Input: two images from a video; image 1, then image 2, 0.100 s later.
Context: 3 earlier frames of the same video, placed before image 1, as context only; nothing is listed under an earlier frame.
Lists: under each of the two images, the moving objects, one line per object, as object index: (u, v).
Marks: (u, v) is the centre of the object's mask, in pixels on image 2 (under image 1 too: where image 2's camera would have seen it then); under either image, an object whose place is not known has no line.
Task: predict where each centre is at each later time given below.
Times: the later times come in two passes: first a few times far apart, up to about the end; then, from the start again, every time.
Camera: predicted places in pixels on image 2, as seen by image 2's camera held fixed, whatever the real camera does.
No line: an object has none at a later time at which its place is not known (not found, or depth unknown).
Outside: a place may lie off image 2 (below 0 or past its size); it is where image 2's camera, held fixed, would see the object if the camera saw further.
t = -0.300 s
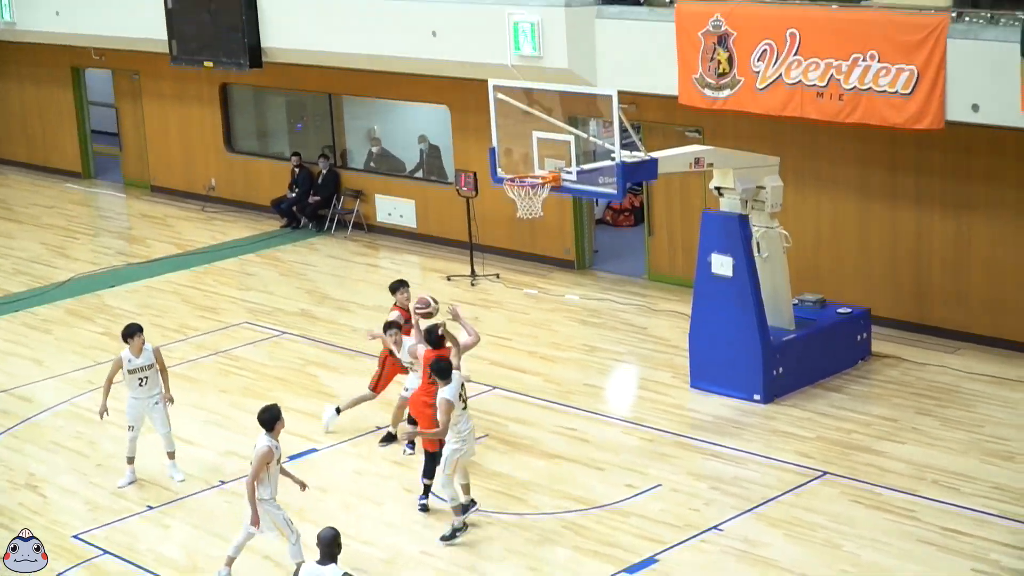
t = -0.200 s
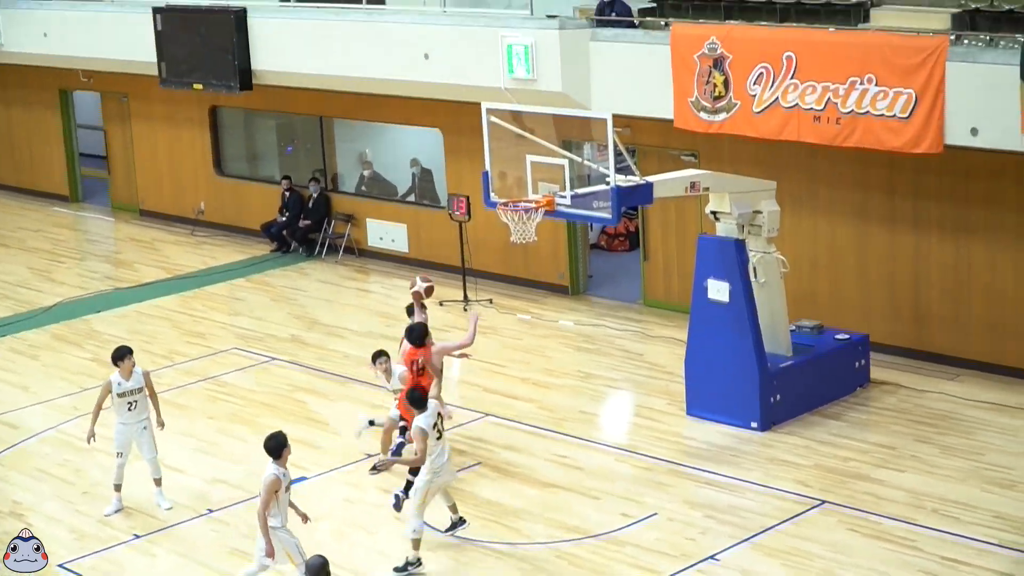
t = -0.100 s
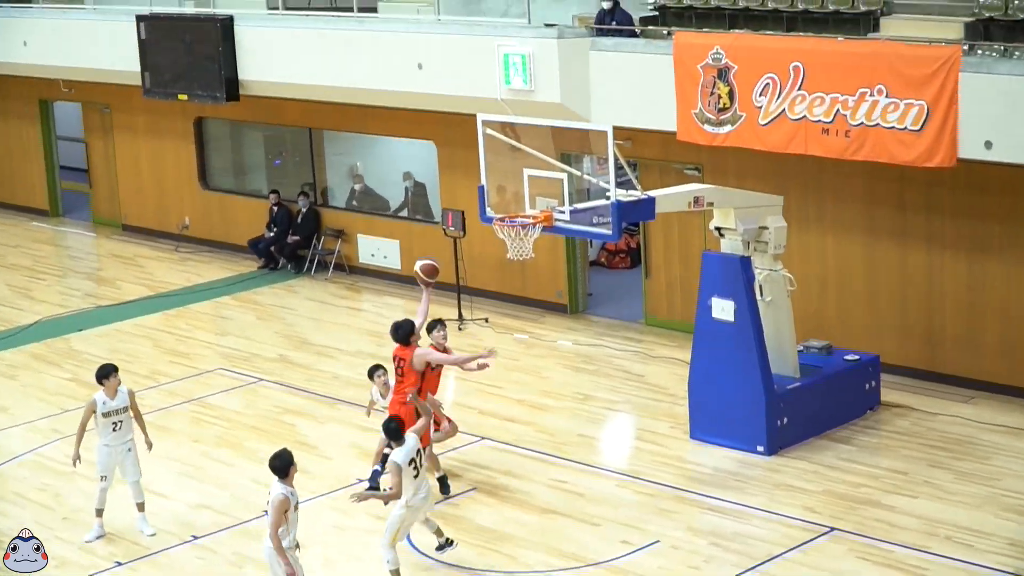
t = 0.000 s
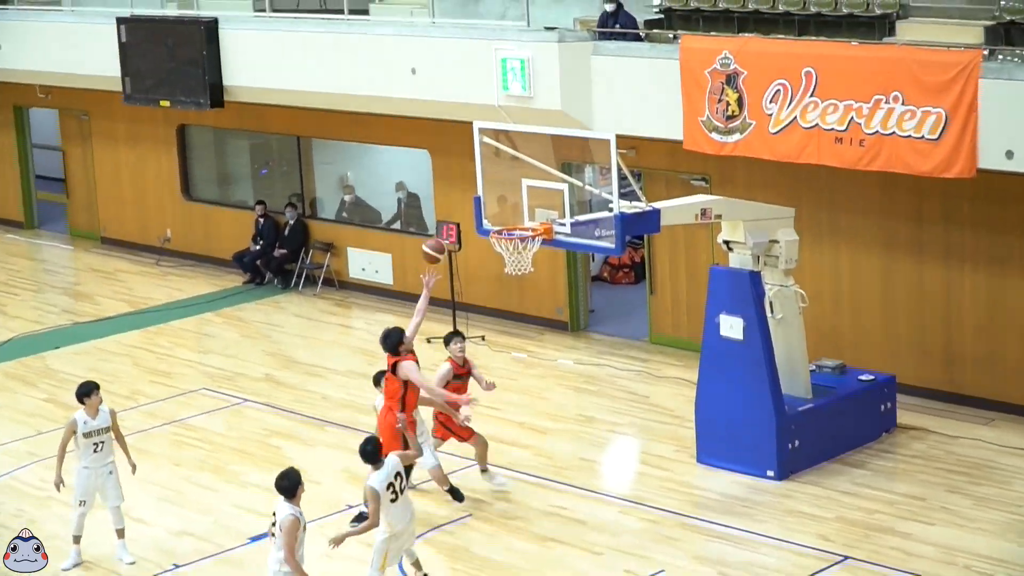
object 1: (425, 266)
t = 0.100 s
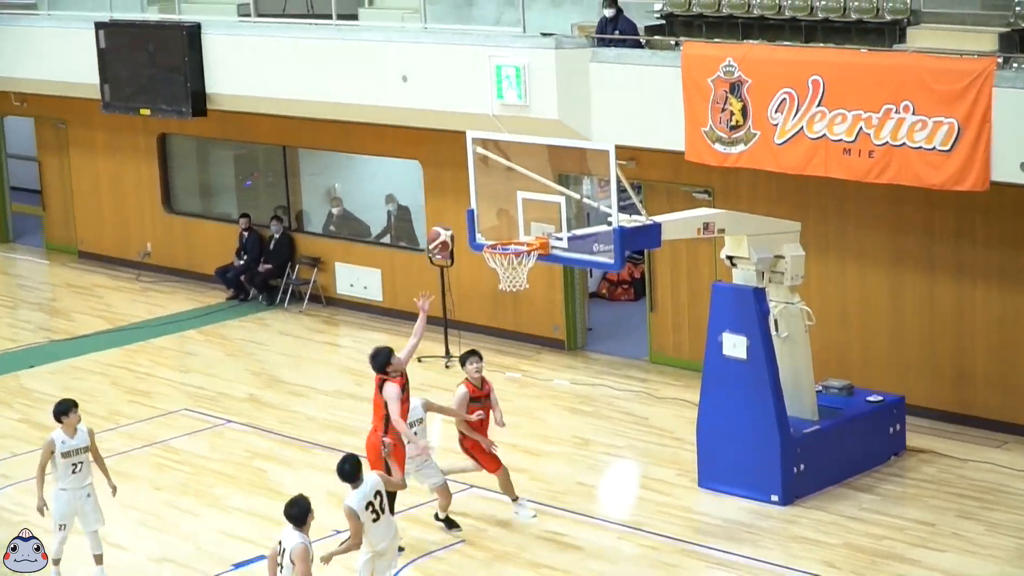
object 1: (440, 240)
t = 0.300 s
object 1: (473, 218)
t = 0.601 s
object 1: (527, 265)
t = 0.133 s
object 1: (446, 233)
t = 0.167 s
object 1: (451, 227)
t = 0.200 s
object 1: (456, 223)
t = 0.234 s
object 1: (462, 220)
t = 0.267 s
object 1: (467, 219)
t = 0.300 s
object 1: (473, 218)
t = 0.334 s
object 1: (480, 219)
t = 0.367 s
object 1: (485, 220)
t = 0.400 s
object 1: (490, 223)
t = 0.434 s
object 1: (496, 228)
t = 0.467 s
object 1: (502, 233)
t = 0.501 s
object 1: (508, 239)
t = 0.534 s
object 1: (513, 244)
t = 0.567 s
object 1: (520, 261)
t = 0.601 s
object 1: (527, 265)
